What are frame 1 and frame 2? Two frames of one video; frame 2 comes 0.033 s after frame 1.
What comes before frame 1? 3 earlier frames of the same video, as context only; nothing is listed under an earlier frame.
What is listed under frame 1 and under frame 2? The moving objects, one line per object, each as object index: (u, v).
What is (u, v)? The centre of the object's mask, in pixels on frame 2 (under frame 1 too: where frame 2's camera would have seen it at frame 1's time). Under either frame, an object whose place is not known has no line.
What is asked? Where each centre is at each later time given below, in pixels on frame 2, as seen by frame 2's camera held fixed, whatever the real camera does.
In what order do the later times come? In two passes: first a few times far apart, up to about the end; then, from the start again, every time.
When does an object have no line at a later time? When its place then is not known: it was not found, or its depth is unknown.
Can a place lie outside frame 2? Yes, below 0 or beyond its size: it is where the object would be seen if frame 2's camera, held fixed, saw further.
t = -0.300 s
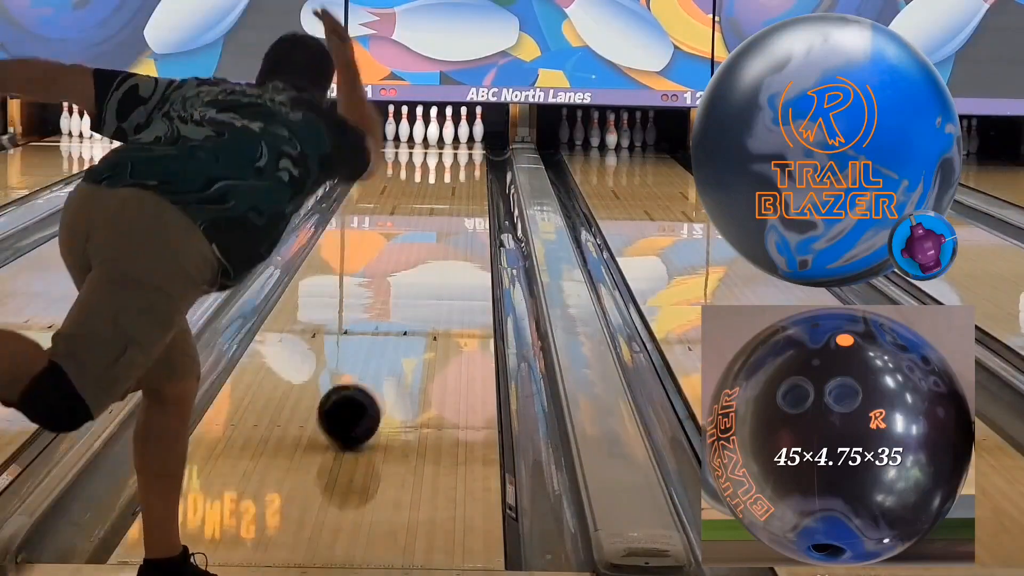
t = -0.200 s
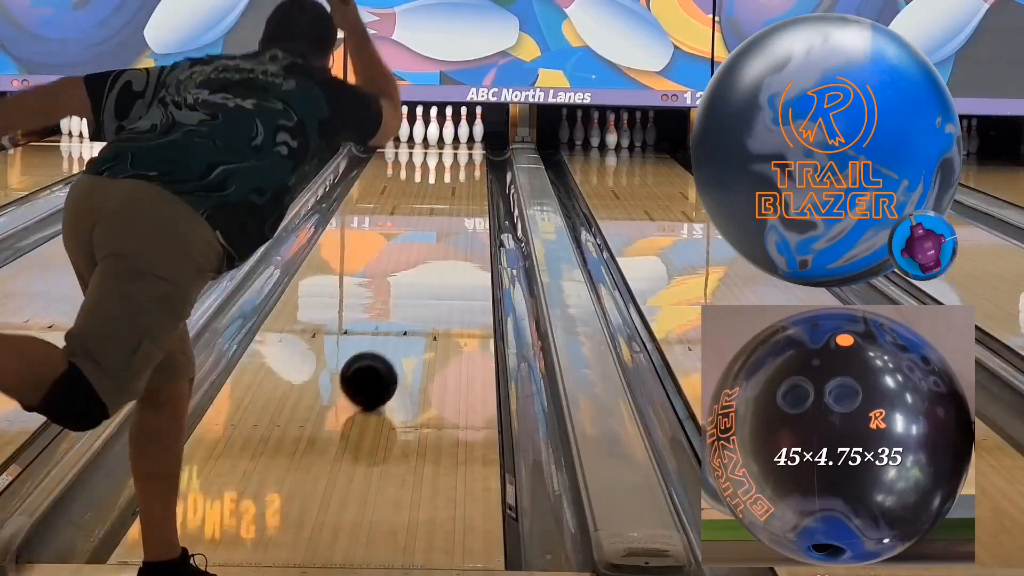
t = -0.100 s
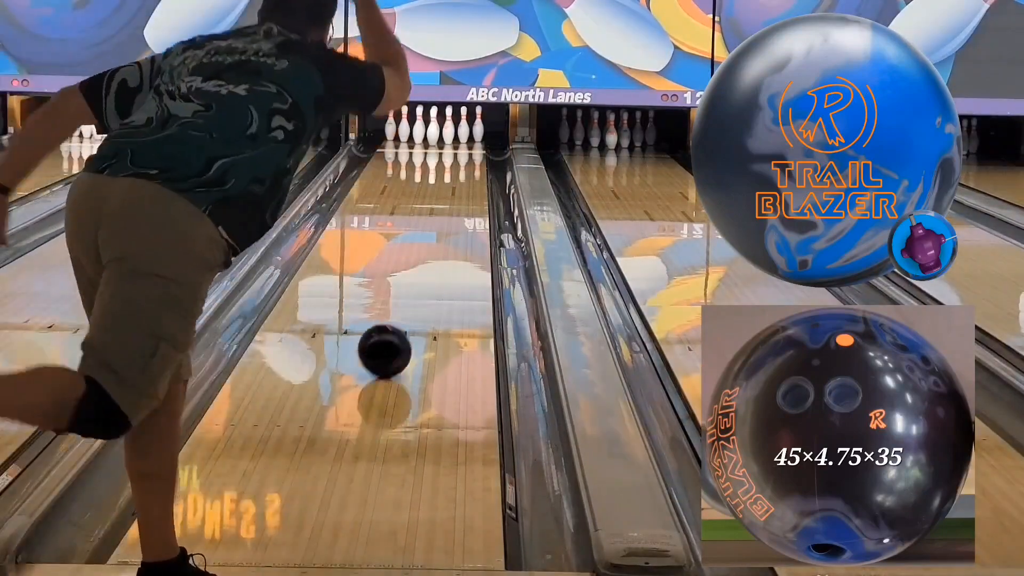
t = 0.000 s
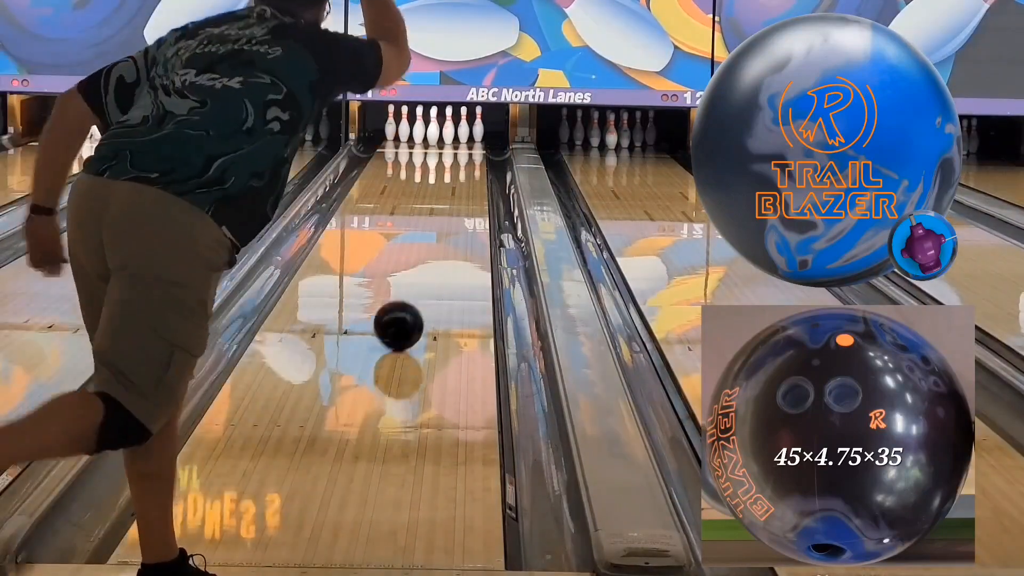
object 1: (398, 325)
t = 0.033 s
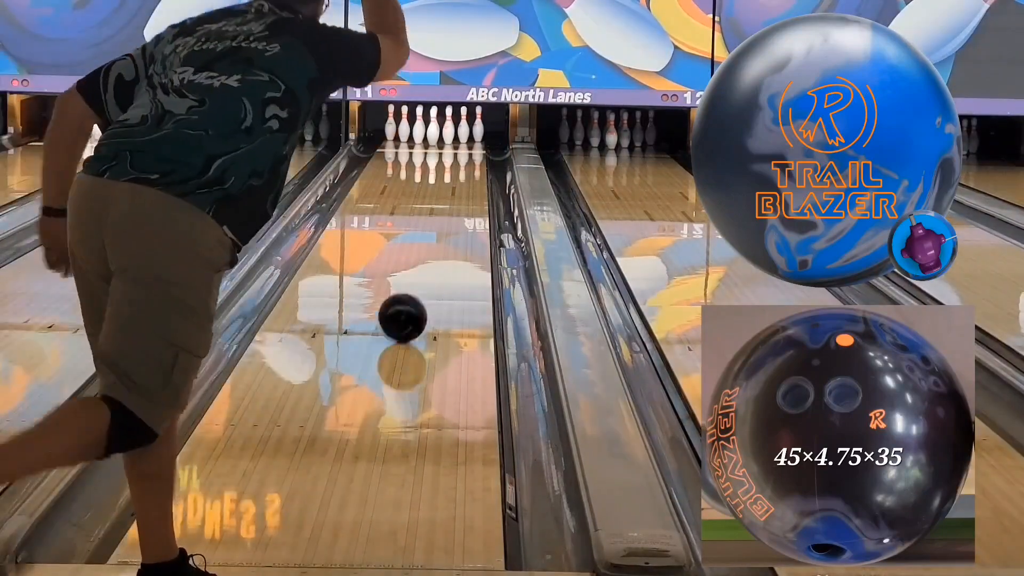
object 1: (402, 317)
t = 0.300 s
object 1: (429, 268)
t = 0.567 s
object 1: (448, 232)
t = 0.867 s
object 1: (461, 202)
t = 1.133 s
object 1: (469, 181)
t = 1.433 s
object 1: (471, 163)
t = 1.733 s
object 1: (463, 149)
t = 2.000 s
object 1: (449, 140)
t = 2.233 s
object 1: (449, 133)
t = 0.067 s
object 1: (406, 310)
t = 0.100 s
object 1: (410, 303)
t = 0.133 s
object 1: (414, 297)
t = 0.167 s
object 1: (417, 291)
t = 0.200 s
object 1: (420, 285)
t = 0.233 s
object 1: (424, 279)
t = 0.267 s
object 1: (426, 273)
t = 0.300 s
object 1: (429, 268)
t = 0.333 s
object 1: (432, 263)
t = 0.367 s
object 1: (435, 258)
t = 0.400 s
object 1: (437, 253)
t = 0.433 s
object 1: (439, 248)
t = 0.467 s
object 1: (442, 244)
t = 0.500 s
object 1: (444, 240)
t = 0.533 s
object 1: (446, 236)
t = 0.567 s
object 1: (448, 232)
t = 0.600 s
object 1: (450, 228)
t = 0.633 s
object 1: (452, 224)
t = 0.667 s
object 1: (453, 221)
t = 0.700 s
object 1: (455, 217)
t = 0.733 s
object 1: (456, 215)
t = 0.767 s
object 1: (457, 212)
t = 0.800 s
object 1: (459, 209)
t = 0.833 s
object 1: (460, 205)
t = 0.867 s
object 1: (461, 202)
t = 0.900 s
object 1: (462, 200)
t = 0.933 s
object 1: (464, 197)
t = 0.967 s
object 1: (465, 194)
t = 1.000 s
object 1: (466, 191)
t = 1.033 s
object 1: (467, 189)
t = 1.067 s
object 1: (467, 186)
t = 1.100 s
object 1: (468, 184)
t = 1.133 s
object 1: (469, 181)
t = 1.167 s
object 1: (469, 179)
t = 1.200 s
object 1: (470, 177)
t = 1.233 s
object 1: (470, 175)
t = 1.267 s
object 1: (471, 173)
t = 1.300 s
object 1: (471, 171)
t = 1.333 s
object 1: (471, 169)
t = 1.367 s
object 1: (471, 167)
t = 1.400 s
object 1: (471, 165)
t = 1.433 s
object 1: (471, 163)
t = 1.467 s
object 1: (470, 161)
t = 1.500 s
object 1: (470, 160)
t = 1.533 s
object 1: (469, 158)
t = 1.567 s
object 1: (468, 157)
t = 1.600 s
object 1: (468, 155)
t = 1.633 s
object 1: (467, 153)
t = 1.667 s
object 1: (466, 152)
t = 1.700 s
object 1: (465, 151)
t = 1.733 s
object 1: (463, 149)
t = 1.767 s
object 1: (462, 148)
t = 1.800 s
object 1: (461, 146)
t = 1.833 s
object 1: (458, 145)
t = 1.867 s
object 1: (457, 144)
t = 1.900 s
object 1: (455, 143)
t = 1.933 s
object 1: (453, 141)
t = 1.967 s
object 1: (452, 141)
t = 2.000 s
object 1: (449, 140)
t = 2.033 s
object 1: (448, 139)
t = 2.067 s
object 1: (448, 138)
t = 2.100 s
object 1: (445, 137)
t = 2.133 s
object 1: (446, 136)
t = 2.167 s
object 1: (447, 135)
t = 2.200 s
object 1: (448, 134)
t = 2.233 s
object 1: (449, 133)
